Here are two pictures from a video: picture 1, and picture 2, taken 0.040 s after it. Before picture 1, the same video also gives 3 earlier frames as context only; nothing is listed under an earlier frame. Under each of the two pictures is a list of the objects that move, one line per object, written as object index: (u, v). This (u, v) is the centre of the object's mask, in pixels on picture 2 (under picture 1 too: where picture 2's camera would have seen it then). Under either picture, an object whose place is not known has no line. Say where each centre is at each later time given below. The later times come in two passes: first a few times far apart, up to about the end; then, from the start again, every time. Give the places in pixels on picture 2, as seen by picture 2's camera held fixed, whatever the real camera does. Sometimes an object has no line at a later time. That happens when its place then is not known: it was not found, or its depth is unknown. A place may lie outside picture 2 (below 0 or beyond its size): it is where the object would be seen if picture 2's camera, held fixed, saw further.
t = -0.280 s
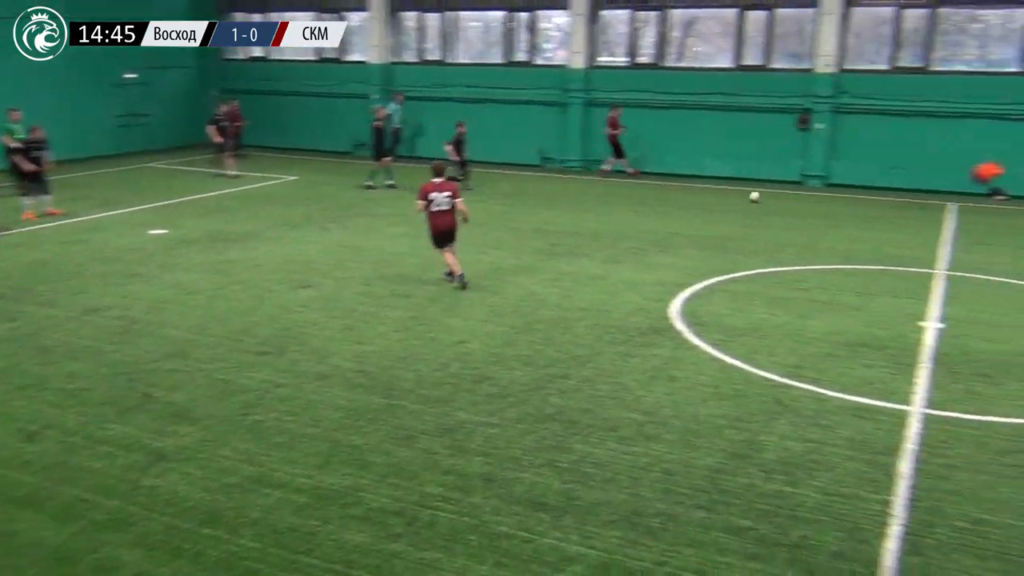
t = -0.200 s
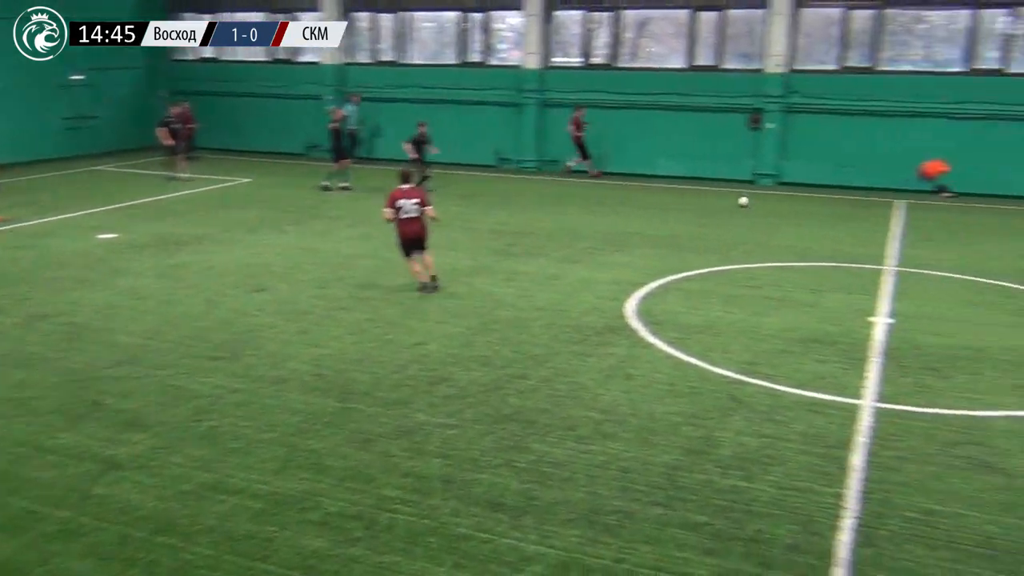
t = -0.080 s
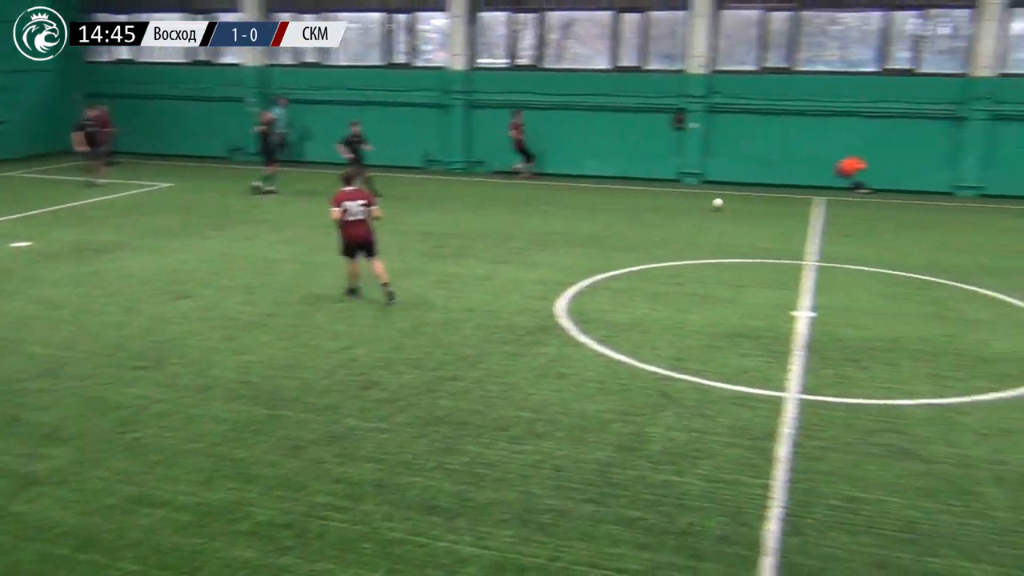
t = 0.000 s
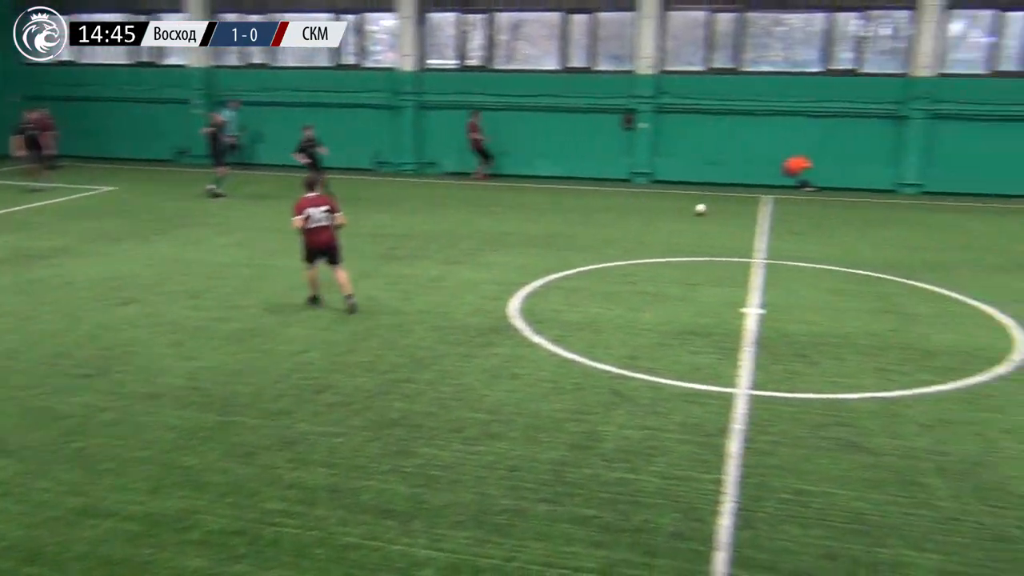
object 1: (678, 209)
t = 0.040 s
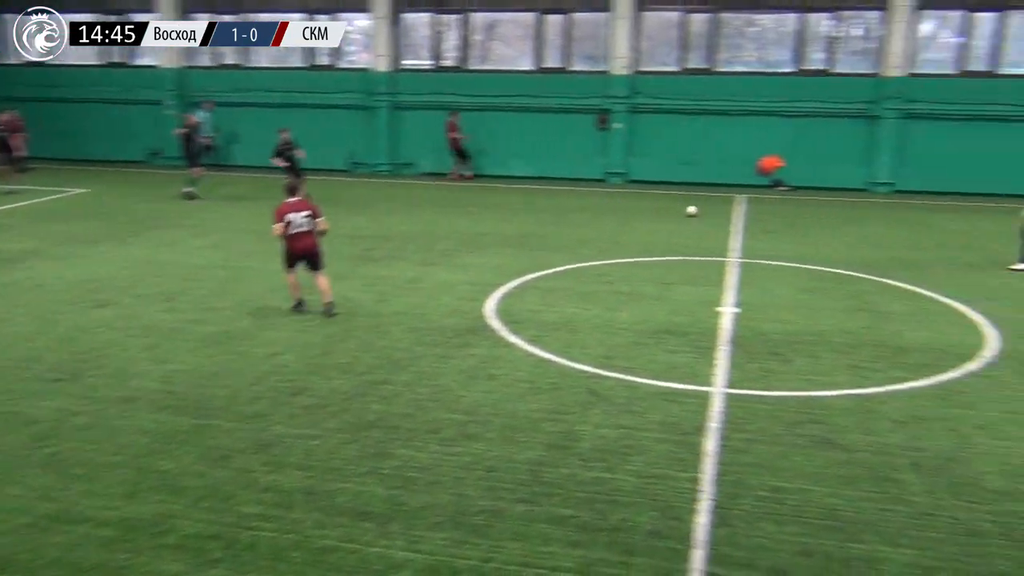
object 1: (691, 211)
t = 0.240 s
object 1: (768, 219)
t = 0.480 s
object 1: (871, 231)
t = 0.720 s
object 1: (982, 244)
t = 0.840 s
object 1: (1041, 251)
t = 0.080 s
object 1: (708, 211)
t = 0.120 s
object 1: (721, 213)
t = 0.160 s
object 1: (736, 215)
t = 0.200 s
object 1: (752, 218)
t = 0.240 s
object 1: (768, 219)
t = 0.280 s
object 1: (785, 221)
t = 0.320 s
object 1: (802, 223)
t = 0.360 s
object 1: (819, 224)
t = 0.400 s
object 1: (836, 227)
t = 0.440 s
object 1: (853, 229)
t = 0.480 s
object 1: (871, 231)
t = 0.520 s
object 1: (889, 233)
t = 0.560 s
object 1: (907, 235)
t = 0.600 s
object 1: (925, 237)
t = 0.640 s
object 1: (944, 239)
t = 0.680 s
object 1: (963, 241)
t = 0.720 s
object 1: (982, 244)
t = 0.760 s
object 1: (1002, 245)
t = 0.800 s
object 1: (1021, 248)
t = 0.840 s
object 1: (1041, 251)
